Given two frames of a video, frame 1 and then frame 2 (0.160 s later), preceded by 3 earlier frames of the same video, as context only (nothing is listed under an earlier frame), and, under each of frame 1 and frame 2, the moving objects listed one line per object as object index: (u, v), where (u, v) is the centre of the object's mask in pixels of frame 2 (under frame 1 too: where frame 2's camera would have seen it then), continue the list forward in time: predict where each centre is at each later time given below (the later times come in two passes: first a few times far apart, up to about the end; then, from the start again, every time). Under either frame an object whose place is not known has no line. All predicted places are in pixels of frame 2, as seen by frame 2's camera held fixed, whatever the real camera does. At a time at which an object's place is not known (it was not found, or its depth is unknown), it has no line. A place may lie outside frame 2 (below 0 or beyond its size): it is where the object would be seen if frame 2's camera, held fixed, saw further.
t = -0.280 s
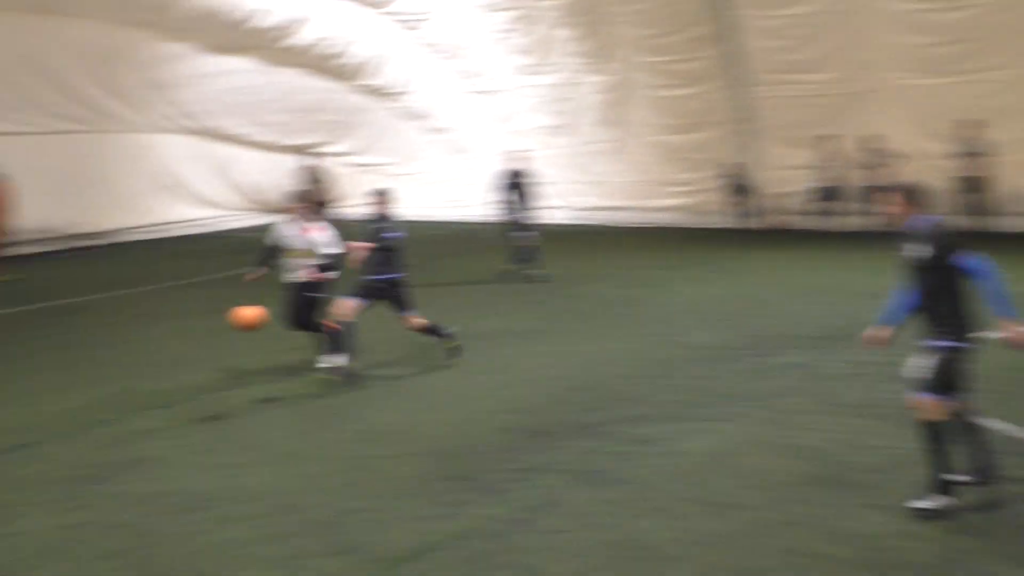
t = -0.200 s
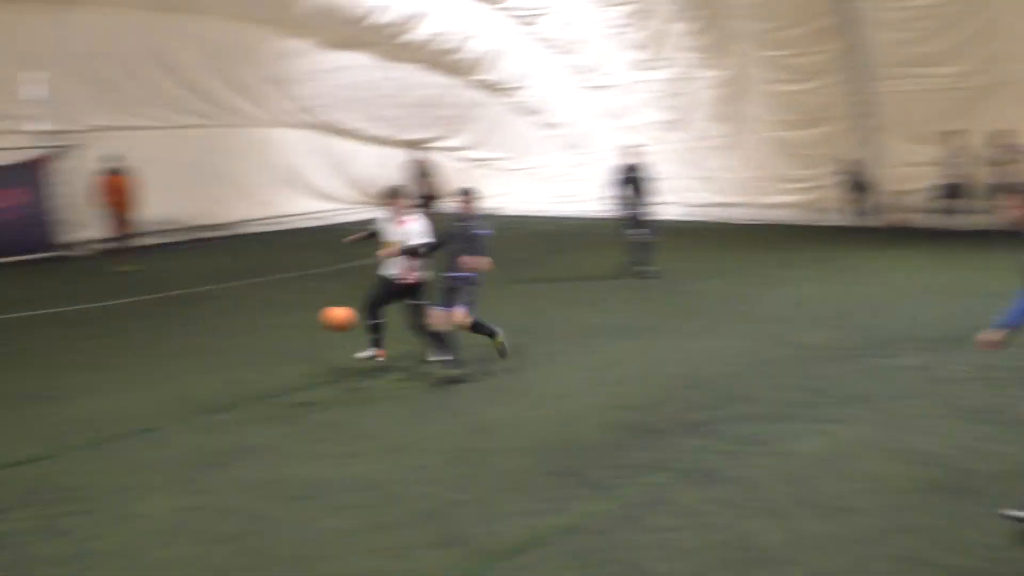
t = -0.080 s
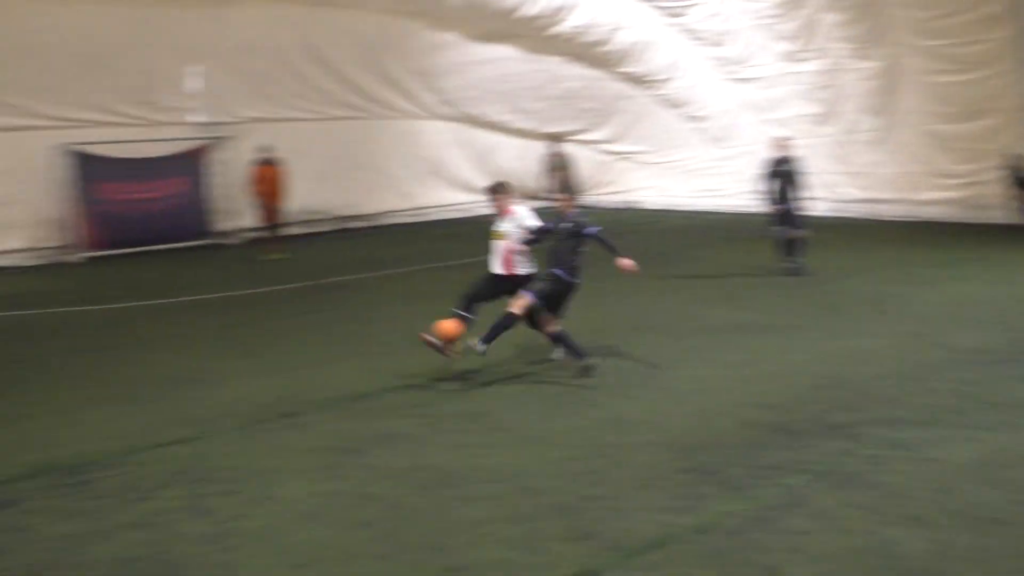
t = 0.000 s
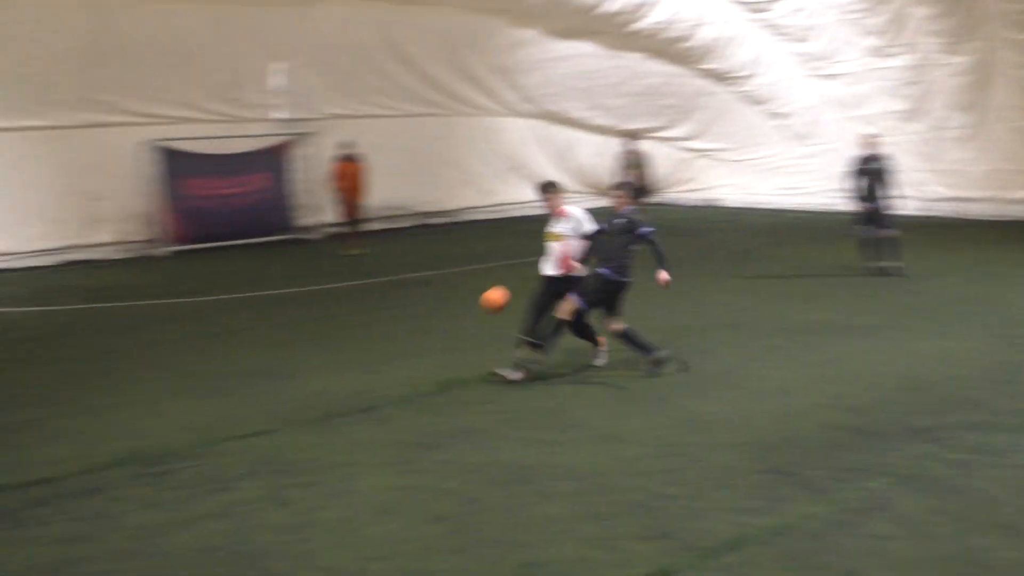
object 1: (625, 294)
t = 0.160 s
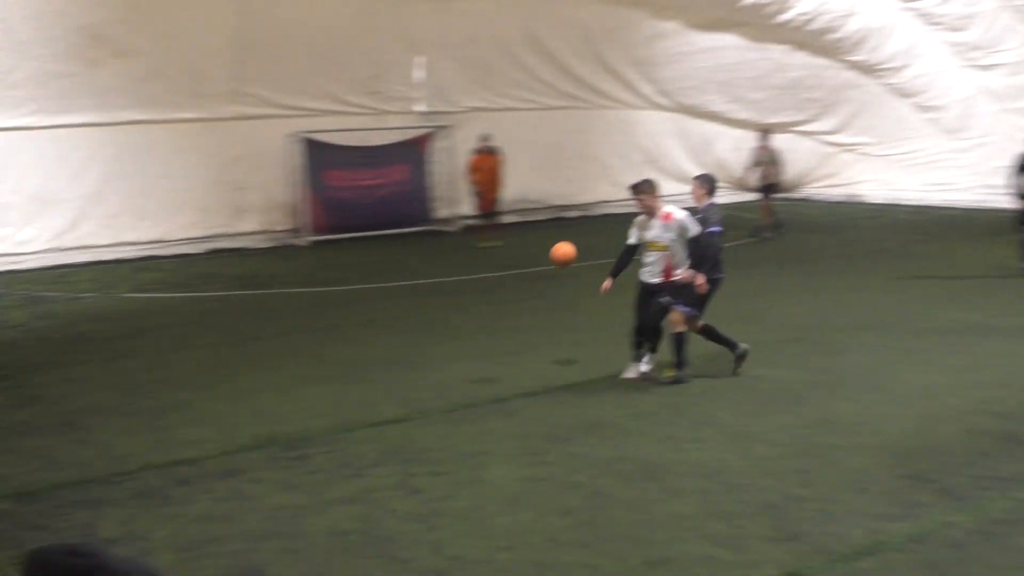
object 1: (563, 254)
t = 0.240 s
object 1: (533, 245)
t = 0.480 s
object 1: (443, 260)
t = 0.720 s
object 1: (363, 339)
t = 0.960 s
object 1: (313, 321)
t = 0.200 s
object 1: (548, 248)
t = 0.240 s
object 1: (533, 245)
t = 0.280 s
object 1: (518, 243)
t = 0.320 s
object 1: (503, 243)
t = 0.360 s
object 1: (488, 245)
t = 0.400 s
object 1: (473, 248)
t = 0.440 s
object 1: (458, 254)
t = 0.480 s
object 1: (443, 260)
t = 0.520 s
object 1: (429, 269)
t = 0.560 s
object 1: (416, 280)
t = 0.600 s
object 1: (402, 293)
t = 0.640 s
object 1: (388, 306)
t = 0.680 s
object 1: (375, 322)
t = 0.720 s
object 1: (363, 339)
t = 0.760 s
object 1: (350, 360)
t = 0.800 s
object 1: (341, 355)
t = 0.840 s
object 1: (334, 344)
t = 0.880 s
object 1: (327, 334)
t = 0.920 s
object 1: (320, 327)
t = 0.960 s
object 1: (313, 321)
